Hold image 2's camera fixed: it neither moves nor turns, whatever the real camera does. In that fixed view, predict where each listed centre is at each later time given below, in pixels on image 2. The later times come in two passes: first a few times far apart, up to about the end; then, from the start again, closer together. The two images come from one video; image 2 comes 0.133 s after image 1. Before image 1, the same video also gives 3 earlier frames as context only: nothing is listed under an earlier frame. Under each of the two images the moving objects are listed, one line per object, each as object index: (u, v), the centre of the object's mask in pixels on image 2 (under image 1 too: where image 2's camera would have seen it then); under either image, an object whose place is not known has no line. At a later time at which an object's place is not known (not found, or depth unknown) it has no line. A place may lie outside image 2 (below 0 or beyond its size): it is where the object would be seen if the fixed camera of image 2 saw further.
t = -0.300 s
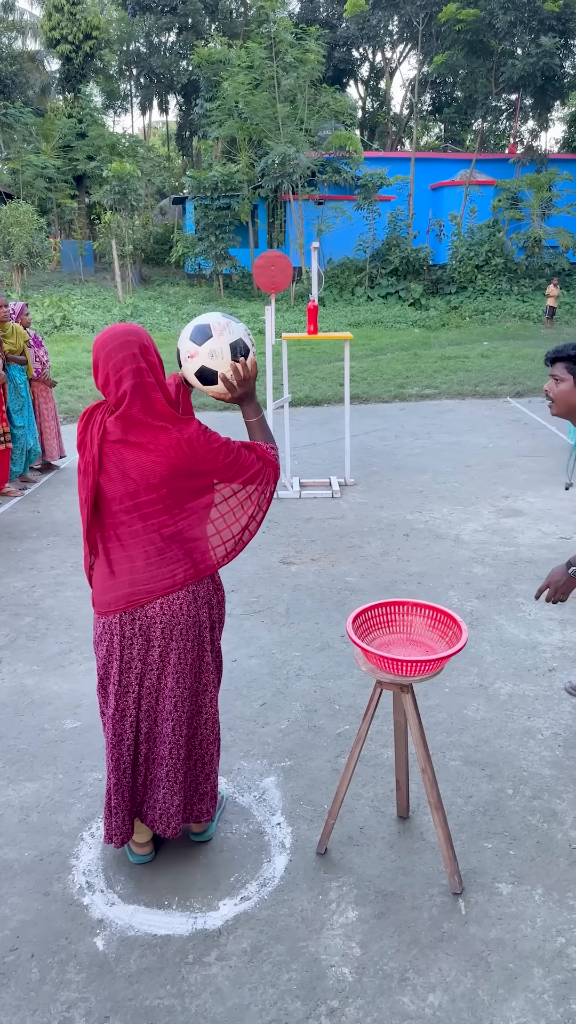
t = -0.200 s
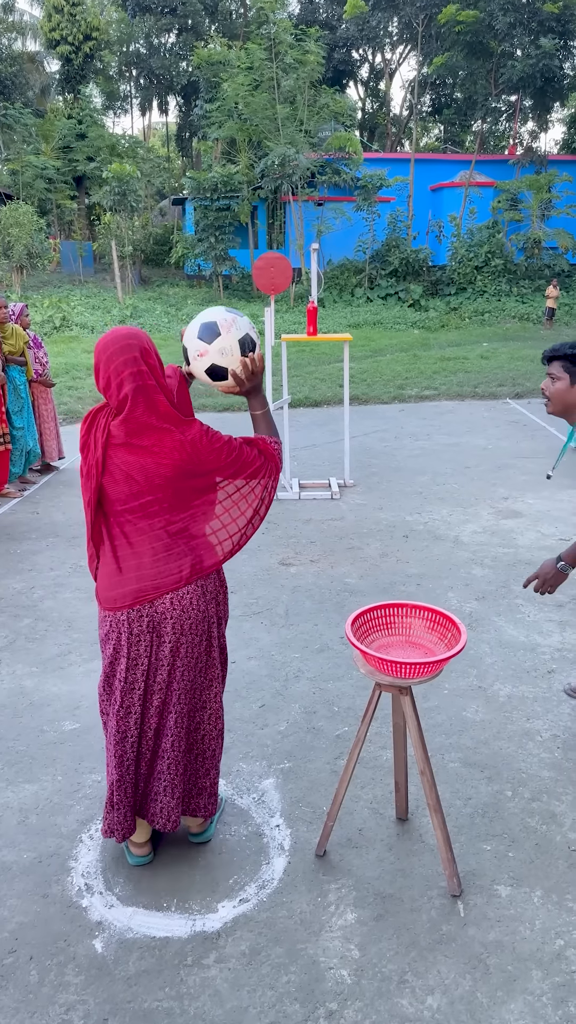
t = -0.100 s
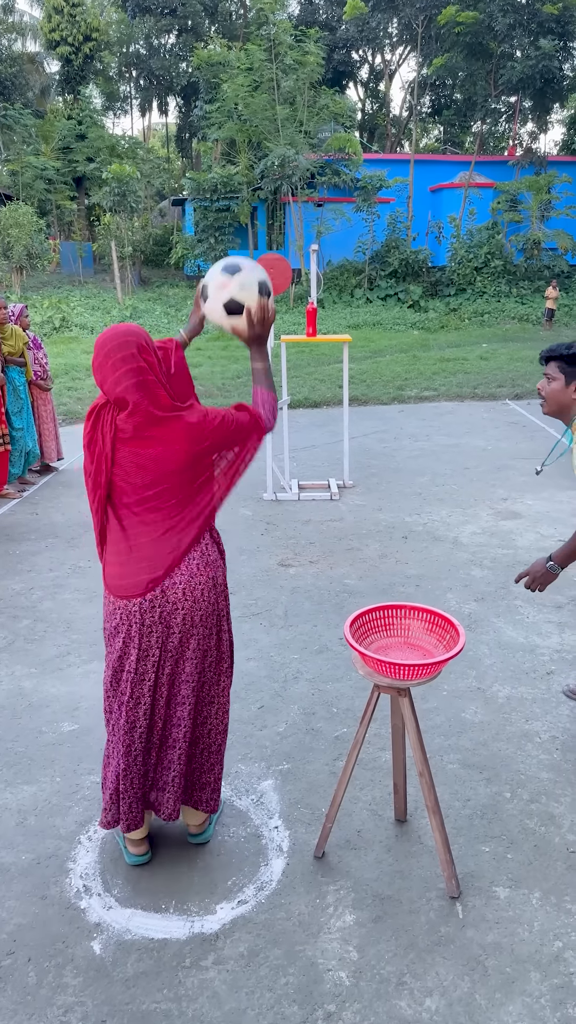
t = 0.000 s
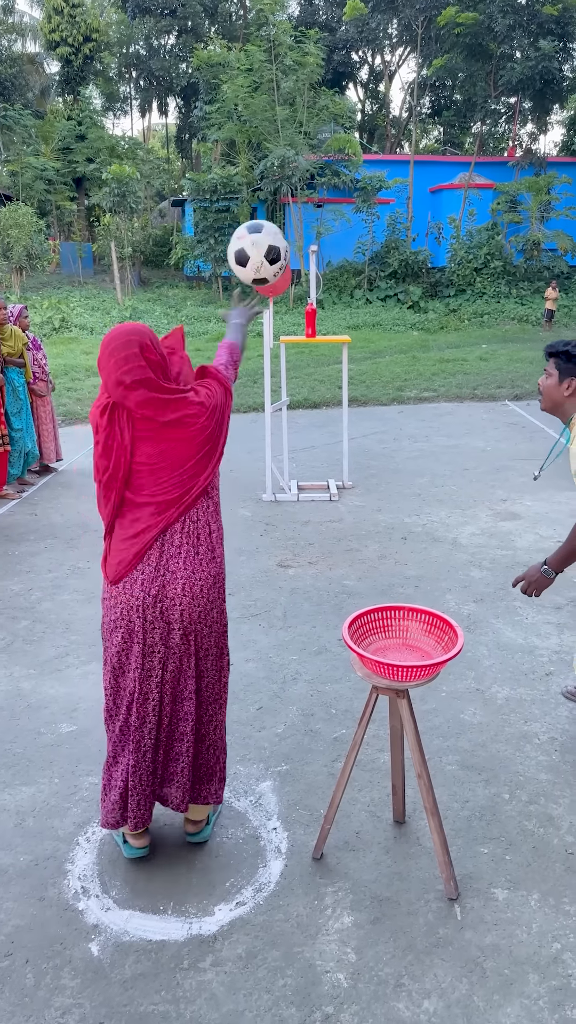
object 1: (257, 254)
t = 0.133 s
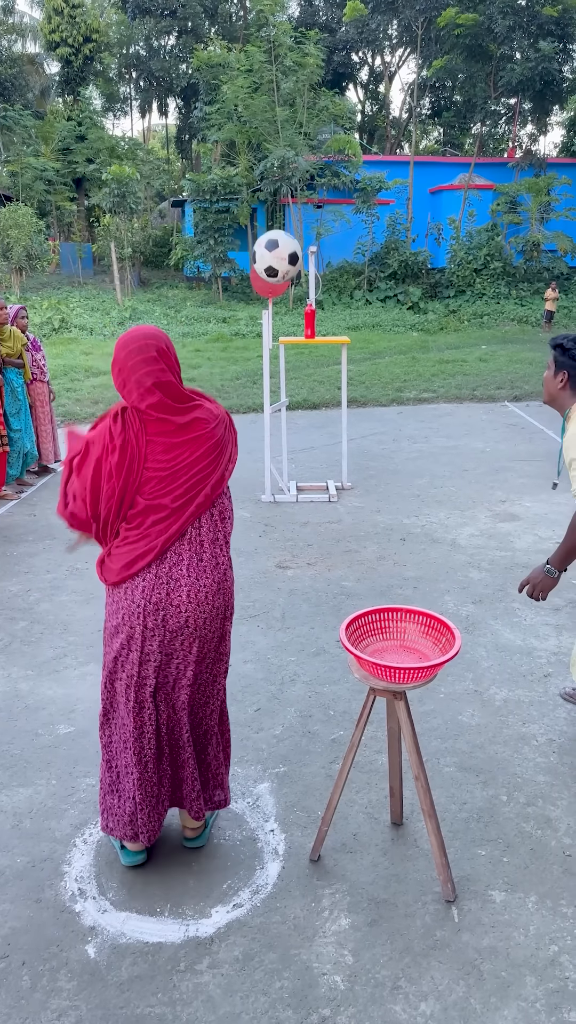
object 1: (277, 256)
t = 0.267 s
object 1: (290, 293)
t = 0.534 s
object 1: (305, 407)
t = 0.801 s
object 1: (315, 401)
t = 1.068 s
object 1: (323, 344)
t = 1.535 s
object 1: (330, 417)
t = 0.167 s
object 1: (281, 263)
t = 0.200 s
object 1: (284, 272)
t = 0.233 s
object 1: (287, 282)
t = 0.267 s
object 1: (290, 293)
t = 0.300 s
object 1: (293, 305)
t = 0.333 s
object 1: (295, 318)
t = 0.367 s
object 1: (298, 331)
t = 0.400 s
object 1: (299, 345)
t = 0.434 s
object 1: (301, 360)
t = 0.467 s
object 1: (302, 375)
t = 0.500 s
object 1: (304, 392)
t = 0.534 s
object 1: (305, 407)
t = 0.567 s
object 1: (307, 423)
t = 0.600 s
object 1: (308, 439)
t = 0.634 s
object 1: (309, 455)
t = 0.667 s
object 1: (310, 467)
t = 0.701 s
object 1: (312, 447)
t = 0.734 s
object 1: (312, 431)
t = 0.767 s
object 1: (314, 415)
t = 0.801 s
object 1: (315, 401)
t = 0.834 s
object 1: (316, 389)
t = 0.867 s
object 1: (318, 378)
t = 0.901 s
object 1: (319, 369)
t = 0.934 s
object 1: (320, 362)
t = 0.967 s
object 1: (321, 355)
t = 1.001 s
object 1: (322, 351)
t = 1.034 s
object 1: (322, 349)
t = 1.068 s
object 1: (323, 344)
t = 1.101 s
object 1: (324, 343)
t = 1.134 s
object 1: (324, 343)
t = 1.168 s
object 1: (326, 345)
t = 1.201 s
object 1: (326, 349)
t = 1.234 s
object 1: (328, 350)
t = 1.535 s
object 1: (330, 417)
